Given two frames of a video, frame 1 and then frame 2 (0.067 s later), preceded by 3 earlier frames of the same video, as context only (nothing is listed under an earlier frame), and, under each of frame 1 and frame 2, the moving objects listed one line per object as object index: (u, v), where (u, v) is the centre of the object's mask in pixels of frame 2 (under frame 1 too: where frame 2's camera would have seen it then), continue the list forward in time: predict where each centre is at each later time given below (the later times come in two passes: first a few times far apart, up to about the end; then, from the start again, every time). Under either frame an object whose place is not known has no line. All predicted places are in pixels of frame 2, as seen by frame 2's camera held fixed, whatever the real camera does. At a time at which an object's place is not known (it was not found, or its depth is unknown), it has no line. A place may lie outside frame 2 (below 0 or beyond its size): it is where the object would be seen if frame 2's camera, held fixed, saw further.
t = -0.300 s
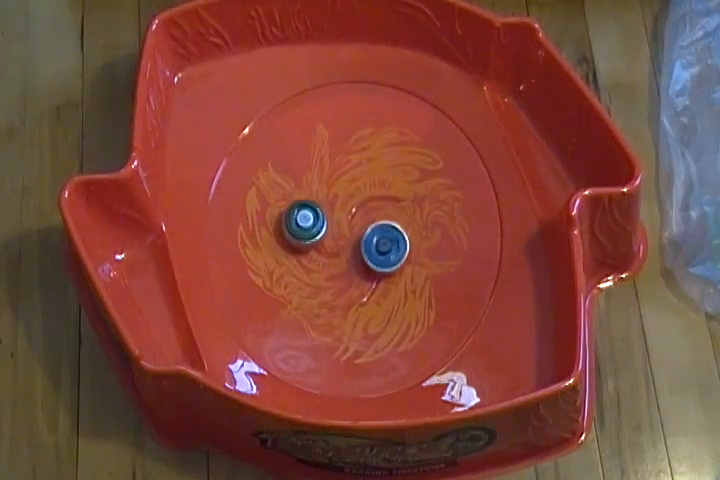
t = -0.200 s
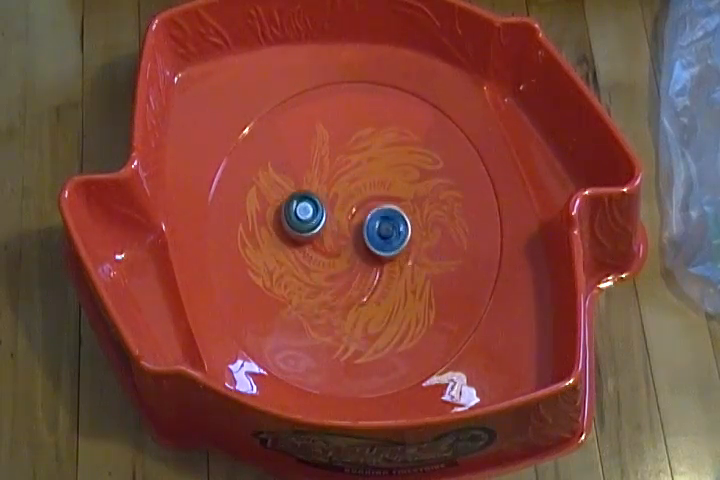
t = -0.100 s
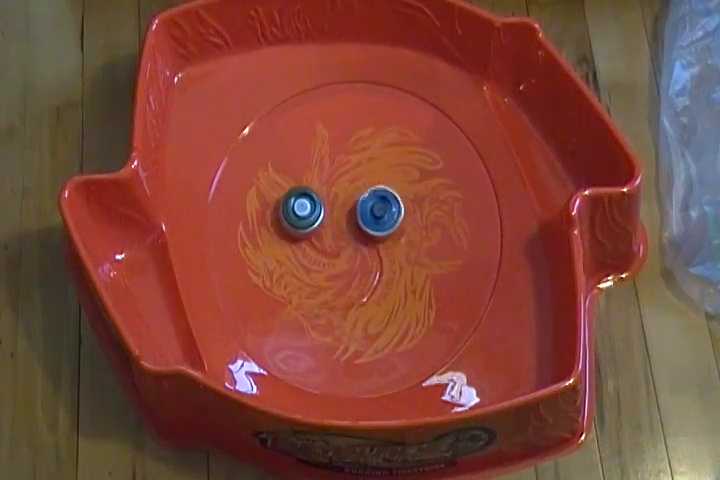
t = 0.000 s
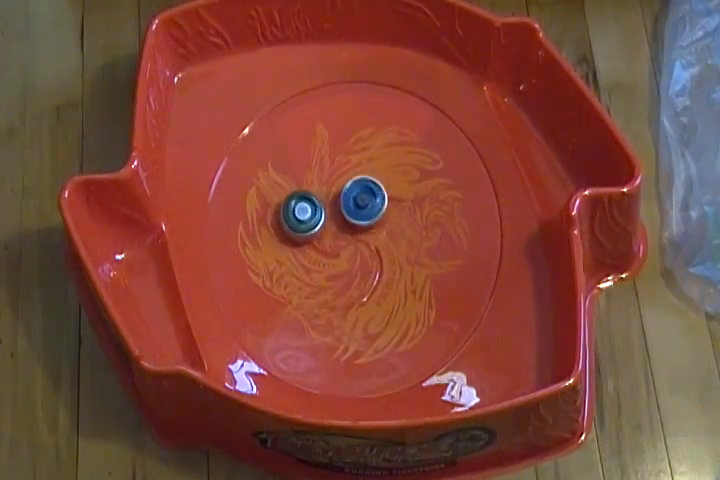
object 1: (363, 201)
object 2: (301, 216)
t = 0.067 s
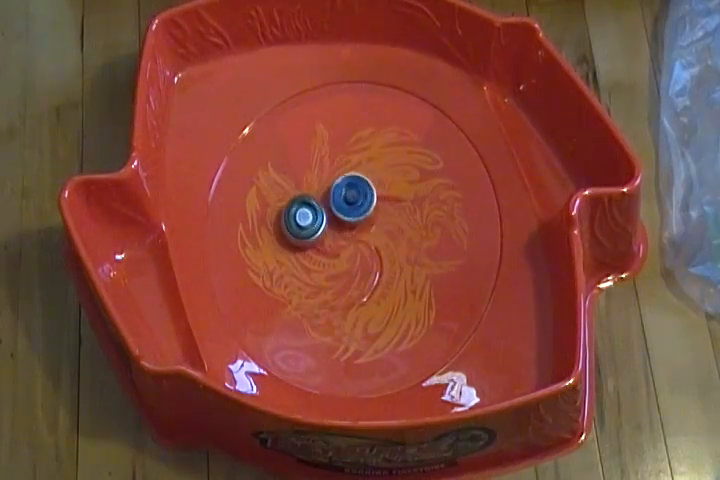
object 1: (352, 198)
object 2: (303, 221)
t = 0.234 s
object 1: (360, 191)
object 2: (286, 247)
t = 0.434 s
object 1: (357, 203)
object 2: (292, 256)
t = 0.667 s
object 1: (377, 222)
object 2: (302, 262)
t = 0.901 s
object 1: (389, 235)
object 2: (311, 265)
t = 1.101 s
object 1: (389, 239)
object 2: (318, 266)
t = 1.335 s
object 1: (374, 245)
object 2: (325, 267)
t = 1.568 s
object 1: (372, 241)
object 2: (323, 270)
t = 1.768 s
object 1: (373, 249)
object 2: (327, 271)
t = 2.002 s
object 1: (403, 253)
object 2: (308, 273)
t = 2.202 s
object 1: (423, 219)
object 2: (302, 271)
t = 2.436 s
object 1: (390, 187)
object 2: (312, 269)
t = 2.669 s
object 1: (353, 202)
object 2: (322, 267)
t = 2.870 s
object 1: (330, 213)
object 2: (329, 273)
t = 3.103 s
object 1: (299, 193)
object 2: (355, 324)
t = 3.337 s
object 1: (272, 154)
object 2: (397, 377)
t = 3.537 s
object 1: (277, 176)
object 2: (399, 366)
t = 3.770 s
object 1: (323, 199)
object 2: (398, 358)
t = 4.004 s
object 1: (364, 215)
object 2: (395, 311)
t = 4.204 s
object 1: (405, 87)
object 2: (366, 375)
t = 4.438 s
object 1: (353, 151)
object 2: (362, 378)
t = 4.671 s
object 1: (303, 273)
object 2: (376, 308)
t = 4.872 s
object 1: (295, 317)
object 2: (374, 229)
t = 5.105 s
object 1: (288, 318)
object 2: (370, 146)
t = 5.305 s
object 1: (278, 295)
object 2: (367, 131)
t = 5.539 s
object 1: (291, 257)
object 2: (360, 153)
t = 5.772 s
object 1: (306, 245)
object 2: (356, 211)
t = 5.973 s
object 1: (288, 251)
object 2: (405, 249)
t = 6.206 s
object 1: (269, 260)
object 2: (471, 271)
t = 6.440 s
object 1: (302, 277)
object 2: (447, 264)
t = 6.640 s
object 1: (331, 283)
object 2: (390, 249)
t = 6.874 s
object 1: (360, 295)
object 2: (318, 214)
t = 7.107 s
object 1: (377, 303)
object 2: (282, 176)
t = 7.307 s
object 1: (394, 299)
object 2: (295, 168)
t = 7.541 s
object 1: (382, 270)
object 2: (340, 187)
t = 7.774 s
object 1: (361, 302)
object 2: (396, 172)
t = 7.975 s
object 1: (358, 306)
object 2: (414, 181)
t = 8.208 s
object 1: (355, 280)
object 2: (392, 224)
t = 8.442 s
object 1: (344, 259)
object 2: (356, 215)
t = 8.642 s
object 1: (351, 242)
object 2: (327, 198)
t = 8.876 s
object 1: (371, 236)
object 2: (304, 216)
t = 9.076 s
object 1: (387, 245)
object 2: (306, 217)
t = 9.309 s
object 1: (392, 266)
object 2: (318, 212)
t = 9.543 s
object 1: (378, 282)
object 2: (340, 198)
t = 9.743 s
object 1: (361, 283)
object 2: (340, 196)
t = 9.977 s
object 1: (346, 267)
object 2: (333, 208)
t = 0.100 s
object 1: (347, 198)
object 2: (302, 223)
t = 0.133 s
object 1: (353, 195)
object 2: (296, 230)
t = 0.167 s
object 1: (357, 193)
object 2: (291, 238)
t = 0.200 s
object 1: (360, 192)
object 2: (288, 243)
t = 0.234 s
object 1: (360, 191)
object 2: (286, 247)
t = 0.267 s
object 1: (360, 191)
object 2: (286, 249)
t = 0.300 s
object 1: (360, 192)
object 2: (287, 251)
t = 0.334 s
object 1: (360, 195)
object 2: (289, 252)
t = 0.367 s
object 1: (358, 199)
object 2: (290, 253)
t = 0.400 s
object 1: (357, 201)
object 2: (291, 255)
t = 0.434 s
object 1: (357, 203)
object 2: (292, 256)
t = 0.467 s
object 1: (359, 205)
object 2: (294, 257)
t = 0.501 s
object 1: (362, 208)
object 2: (295, 258)
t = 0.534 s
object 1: (365, 211)
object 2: (297, 259)
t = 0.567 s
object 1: (368, 213)
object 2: (298, 260)
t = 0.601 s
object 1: (371, 216)
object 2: (300, 261)
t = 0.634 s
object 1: (374, 219)
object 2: (300, 262)
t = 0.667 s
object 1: (377, 222)
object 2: (302, 262)
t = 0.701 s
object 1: (379, 225)
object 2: (303, 263)
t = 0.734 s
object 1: (381, 227)
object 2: (304, 264)
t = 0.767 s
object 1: (383, 230)
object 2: (306, 264)
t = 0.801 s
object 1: (385, 232)
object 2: (307, 264)
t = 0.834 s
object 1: (387, 233)
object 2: (308, 264)
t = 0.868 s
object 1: (388, 234)
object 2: (310, 264)
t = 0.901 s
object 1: (389, 235)
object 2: (311, 265)
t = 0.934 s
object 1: (390, 236)
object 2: (312, 265)
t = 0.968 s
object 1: (390, 236)
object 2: (313, 265)
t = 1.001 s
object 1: (390, 237)
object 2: (314, 266)
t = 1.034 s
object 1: (390, 238)
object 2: (315, 266)
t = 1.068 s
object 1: (390, 238)
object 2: (317, 266)
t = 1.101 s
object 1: (389, 239)
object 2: (318, 266)
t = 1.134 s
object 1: (388, 240)
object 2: (319, 266)
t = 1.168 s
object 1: (386, 242)
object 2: (319, 267)
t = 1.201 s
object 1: (385, 243)
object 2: (321, 267)
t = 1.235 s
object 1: (383, 244)
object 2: (322, 267)
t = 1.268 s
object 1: (381, 246)
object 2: (323, 267)
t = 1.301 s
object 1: (378, 246)
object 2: (324, 267)
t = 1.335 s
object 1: (374, 245)
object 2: (325, 267)
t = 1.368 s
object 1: (372, 244)
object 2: (326, 267)
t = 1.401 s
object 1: (375, 242)
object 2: (323, 268)
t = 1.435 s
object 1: (375, 241)
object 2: (321, 270)
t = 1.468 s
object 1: (373, 240)
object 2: (321, 270)
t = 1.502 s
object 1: (372, 239)
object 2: (321, 271)
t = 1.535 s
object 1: (371, 239)
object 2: (322, 270)
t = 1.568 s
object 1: (372, 241)
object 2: (323, 270)
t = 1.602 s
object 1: (371, 244)
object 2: (324, 270)
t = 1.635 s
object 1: (371, 246)
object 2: (325, 271)
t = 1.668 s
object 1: (371, 248)
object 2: (326, 271)
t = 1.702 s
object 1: (372, 248)
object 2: (326, 271)
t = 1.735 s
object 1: (372, 248)
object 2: (326, 271)
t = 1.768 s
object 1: (373, 249)
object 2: (327, 271)
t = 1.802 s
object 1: (374, 250)
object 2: (328, 271)
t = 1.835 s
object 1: (376, 252)
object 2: (329, 271)
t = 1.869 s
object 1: (377, 254)
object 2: (330, 271)
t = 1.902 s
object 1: (379, 256)
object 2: (330, 271)
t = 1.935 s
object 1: (383, 257)
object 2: (329, 272)
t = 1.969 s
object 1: (394, 256)
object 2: (318, 273)
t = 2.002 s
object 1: (403, 253)
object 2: (308, 273)
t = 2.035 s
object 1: (410, 250)
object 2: (302, 273)
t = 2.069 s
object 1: (414, 245)
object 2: (300, 272)
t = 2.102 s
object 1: (418, 240)
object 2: (299, 271)
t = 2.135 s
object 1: (420, 234)
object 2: (300, 271)
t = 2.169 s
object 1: (422, 227)
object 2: (301, 271)
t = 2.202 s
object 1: (423, 219)
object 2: (302, 271)
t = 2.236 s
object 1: (422, 213)
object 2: (304, 270)
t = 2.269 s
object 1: (420, 206)
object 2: (306, 270)
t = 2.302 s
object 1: (416, 200)
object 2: (307, 270)
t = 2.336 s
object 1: (411, 194)
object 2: (308, 270)
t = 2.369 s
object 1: (405, 190)
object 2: (310, 270)
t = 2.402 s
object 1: (398, 187)
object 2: (311, 269)
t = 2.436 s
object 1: (390, 187)
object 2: (312, 269)
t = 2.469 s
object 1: (383, 187)
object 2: (313, 269)
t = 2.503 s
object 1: (375, 190)
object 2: (315, 268)
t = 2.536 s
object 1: (369, 191)
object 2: (316, 268)
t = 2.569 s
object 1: (364, 192)
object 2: (318, 268)
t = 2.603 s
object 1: (360, 193)
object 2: (319, 268)
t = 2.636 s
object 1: (356, 197)
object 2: (321, 267)
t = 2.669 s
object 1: (353, 202)
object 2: (322, 267)
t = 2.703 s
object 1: (350, 206)
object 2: (324, 267)
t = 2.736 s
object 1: (347, 211)
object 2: (325, 266)
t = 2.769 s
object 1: (344, 214)
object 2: (327, 267)
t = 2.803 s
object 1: (340, 214)
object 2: (328, 269)
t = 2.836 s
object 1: (335, 213)
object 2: (328, 273)
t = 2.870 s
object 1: (330, 213)
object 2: (329, 273)
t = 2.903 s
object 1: (325, 215)
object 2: (330, 274)
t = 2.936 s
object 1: (320, 217)
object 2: (331, 275)
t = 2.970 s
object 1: (317, 221)
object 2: (332, 276)
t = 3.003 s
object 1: (315, 225)
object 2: (333, 276)
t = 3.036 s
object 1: (313, 229)
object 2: (335, 278)
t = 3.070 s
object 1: (306, 210)
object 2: (345, 301)
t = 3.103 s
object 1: (299, 193)
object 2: (355, 324)
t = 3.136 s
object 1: (293, 180)
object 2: (364, 341)
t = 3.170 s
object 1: (289, 170)
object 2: (372, 356)
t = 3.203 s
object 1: (286, 163)
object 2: (381, 365)
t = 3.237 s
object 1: (282, 158)
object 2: (388, 371)
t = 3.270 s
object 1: (279, 156)
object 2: (392, 374)
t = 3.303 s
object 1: (276, 154)
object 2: (395, 376)
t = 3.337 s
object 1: (272, 154)
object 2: (397, 377)
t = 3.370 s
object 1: (269, 155)
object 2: (397, 376)
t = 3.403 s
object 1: (267, 157)
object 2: (398, 374)
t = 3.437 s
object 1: (267, 161)
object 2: (398, 371)
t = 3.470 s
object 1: (268, 166)
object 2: (399, 370)
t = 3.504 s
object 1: (272, 171)
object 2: (399, 368)
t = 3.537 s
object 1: (277, 176)
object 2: (399, 366)
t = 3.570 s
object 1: (283, 180)
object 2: (399, 365)
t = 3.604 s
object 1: (290, 184)
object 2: (399, 364)
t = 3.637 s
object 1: (296, 188)
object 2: (399, 363)
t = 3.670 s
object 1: (303, 191)
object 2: (399, 362)
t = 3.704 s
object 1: (310, 194)
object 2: (398, 361)
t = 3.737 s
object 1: (316, 197)
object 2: (399, 359)
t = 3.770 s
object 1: (323, 199)
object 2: (398, 358)
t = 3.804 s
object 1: (330, 202)
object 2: (398, 355)
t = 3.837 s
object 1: (337, 204)
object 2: (398, 352)
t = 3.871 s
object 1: (343, 206)
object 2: (398, 346)
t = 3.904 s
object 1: (349, 209)
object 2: (398, 340)
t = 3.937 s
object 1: (354, 210)
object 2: (397, 332)
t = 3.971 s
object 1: (359, 213)
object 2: (397, 322)
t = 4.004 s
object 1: (364, 215)
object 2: (395, 311)
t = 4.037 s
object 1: (370, 218)
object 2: (394, 296)
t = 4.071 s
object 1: (375, 222)
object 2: (392, 281)
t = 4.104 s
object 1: (381, 205)
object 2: (387, 289)
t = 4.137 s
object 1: (390, 160)
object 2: (380, 324)
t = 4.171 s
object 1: (398, 122)
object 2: (372, 352)
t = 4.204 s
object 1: (405, 87)
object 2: (366, 375)
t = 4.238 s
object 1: (407, 63)
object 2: (361, 390)
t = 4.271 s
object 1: (399, 68)
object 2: (357, 396)
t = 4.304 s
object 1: (391, 80)
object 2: (356, 396)
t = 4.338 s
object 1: (384, 97)
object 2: (355, 396)
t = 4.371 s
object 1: (373, 112)
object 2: (356, 392)
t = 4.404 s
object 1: (362, 133)
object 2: (359, 385)
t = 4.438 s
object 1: (353, 151)
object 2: (362, 378)
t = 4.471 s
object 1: (342, 170)
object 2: (365, 367)
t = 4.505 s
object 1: (331, 189)
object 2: (368, 356)
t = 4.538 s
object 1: (323, 209)
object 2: (371, 347)
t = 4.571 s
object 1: (316, 226)
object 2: (373, 337)
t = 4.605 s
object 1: (310, 243)
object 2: (375, 328)
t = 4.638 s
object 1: (306, 258)
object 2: (376, 318)
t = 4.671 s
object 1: (303, 273)
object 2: (376, 308)
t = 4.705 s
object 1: (301, 285)
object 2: (375, 296)
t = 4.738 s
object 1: (299, 296)
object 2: (375, 282)
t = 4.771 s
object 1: (298, 304)
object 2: (375, 268)
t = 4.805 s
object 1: (297, 309)
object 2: (374, 255)
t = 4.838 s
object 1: (296, 314)
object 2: (374, 242)
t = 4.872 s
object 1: (295, 317)
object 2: (374, 229)
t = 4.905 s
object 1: (295, 319)
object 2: (374, 215)
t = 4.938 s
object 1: (294, 321)
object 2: (373, 203)
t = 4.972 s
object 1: (293, 321)
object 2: (373, 190)
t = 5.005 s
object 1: (292, 321)
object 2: (372, 177)
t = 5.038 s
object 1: (291, 320)
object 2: (372, 165)
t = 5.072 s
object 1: (290, 319)
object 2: (370, 155)
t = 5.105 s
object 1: (288, 318)
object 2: (370, 146)
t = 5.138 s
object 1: (286, 315)
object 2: (369, 139)
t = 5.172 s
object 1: (284, 313)
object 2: (368, 134)
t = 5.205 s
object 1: (282, 309)
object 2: (368, 131)
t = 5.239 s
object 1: (280, 305)
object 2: (368, 131)
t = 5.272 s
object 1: (279, 300)
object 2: (368, 130)
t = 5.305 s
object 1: (278, 295)
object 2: (367, 131)
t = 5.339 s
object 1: (278, 290)
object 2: (365, 133)
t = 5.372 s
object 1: (279, 284)
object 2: (365, 134)
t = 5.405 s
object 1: (280, 278)
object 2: (363, 136)
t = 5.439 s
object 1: (282, 273)
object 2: (362, 139)
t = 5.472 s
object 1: (285, 268)
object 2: (361, 142)
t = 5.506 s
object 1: (288, 262)
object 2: (361, 147)
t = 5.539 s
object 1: (291, 257)
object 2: (360, 153)
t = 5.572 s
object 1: (295, 252)
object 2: (358, 160)
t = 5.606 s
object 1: (299, 248)
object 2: (356, 170)
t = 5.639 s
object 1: (303, 244)
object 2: (353, 180)
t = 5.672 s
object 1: (307, 240)
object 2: (350, 191)
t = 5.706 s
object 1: (312, 237)
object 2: (347, 202)
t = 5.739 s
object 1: (308, 241)
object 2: (352, 206)
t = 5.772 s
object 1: (306, 245)
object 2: (356, 211)
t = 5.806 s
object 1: (305, 248)
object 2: (359, 216)
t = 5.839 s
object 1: (307, 249)
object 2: (361, 223)
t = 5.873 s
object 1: (311, 250)
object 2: (361, 231)
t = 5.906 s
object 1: (316, 251)
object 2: (362, 238)
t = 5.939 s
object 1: (302, 251)
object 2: (382, 246)
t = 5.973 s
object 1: (288, 251)
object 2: (405, 249)
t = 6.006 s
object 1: (277, 250)
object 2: (424, 255)
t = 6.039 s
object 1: (269, 250)
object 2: (441, 260)
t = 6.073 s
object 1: (264, 250)
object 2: (454, 265)
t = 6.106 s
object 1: (263, 251)
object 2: (463, 268)
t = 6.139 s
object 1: (264, 253)
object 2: (469, 270)
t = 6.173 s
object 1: (266, 256)
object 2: (471, 271)
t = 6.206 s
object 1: (269, 260)
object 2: (471, 271)
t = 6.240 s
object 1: (273, 264)
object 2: (469, 271)
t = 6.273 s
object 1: (277, 268)
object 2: (466, 269)
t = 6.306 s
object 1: (281, 270)
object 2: (463, 268)
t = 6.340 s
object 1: (286, 273)
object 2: (460, 266)
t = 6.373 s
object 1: (291, 274)
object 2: (457, 264)
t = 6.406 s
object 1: (297, 276)
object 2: (453, 264)
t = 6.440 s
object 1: (302, 277)
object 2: (447, 264)
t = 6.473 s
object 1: (306, 278)
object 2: (440, 263)
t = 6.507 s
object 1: (312, 279)
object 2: (432, 262)
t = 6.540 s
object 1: (317, 280)
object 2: (422, 260)
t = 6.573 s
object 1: (321, 281)
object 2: (412, 257)
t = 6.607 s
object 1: (326, 282)
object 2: (401, 253)
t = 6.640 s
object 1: (331, 283)
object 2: (390, 249)
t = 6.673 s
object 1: (336, 285)
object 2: (379, 245)
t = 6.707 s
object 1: (340, 286)
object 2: (369, 241)
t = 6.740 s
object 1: (344, 288)
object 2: (358, 237)
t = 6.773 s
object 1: (348, 289)
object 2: (348, 232)
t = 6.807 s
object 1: (352, 291)
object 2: (336, 226)
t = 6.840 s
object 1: (356, 292)
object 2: (327, 220)
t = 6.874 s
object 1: (360, 295)
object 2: (318, 214)
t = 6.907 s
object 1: (362, 295)
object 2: (310, 208)
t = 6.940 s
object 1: (364, 295)
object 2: (302, 202)
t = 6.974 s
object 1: (366, 295)
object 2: (296, 196)
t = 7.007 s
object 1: (369, 296)
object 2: (290, 189)
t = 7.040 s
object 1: (372, 298)
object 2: (286, 185)
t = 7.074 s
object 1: (374, 300)
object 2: (284, 180)
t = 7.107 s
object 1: (377, 303)
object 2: (282, 176)
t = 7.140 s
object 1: (381, 304)
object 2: (283, 173)
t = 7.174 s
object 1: (384, 306)
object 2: (283, 172)
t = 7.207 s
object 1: (388, 306)
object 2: (285, 170)
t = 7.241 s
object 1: (390, 305)
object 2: (288, 168)
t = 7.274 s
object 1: (393, 302)
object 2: (291, 168)
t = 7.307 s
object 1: (394, 299)
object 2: (295, 168)
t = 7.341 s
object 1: (394, 295)
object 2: (299, 169)
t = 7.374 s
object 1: (393, 291)
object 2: (304, 169)
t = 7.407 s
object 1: (391, 286)
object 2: (310, 171)
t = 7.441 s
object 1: (389, 282)
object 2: (317, 174)
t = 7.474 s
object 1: (387, 278)
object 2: (324, 178)
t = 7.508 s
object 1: (384, 274)
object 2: (331, 182)
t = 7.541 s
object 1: (382, 270)
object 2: (340, 187)
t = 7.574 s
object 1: (379, 266)
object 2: (348, 193)
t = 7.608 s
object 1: (378, 263)
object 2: (356, 200)
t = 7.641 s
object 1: (376, 259)
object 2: (363, 207)
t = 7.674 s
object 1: (374, 269)
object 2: (373, 200)
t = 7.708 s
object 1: (370, 284)
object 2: (380, 189)
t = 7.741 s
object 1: (365, 294)
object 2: (389, 180)
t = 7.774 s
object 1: (361, 302)
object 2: (396, 172)
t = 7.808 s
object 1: (358, 306)
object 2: (402, 168)
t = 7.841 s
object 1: (358, 307)
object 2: (406, 165)
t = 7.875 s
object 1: (357, 308)
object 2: (409, 166)
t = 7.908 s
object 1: (357, 309)
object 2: (412, 169)
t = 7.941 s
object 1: (357, 308)
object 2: (413, 174)
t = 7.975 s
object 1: (358, 306)
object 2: (414, 181)
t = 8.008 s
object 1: (358, 304)
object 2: (414, 187)
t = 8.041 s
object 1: (358, 301)
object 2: (414, 196)
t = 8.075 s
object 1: (358, 297)
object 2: (411, 203)
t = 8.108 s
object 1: (357, 293)
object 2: (407, 210)
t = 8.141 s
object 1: (356, 289)
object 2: (402, 215)
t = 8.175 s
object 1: (355, 285)
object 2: (398, 220)
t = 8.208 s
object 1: (355, 280)
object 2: (392, 224)
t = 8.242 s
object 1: (354, 276)
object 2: (385, 228)
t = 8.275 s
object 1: (353, 274)
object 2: (379, 230)
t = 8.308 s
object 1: (351, 273)
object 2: (374, 228)
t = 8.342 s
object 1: (348, 269)
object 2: (368, 227)
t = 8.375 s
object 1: (347, 266)
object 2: (362, 225)
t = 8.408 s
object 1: (347, 263)
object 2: (357, 223)
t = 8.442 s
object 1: (344, 259)
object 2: (356, 215)
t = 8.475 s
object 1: (343, 256)
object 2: (354, 211)
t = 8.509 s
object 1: (342, 253)
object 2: (350, 206)
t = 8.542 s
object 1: (344, 250)
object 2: (345, 201)
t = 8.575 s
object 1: (346, 247)
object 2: (340, 199)
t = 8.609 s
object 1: (348, 245)
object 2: (334, 197)
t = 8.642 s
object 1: (351, 242)
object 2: (327, 198)
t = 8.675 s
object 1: (354, 241)
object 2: (323, 199)
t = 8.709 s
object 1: (356, 239)
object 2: (318, 202)
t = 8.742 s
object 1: (359, 238)
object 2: (314, 205)
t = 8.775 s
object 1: (362, 237)
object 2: (311, 208)
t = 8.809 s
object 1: (365, 236)
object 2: (309, 212)
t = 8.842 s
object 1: (368, 236)
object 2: (306, 214)
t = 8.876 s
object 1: (371, 236)
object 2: (304, 216)
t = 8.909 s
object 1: (374, 236)
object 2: (302, 217)
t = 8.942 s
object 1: (378, 238)
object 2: (302, 218)
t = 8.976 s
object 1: (380, 239)
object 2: (302, 219)
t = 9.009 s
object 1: (383, 241)
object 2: (303, 218)
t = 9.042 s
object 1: (385, 243)
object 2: (304, 218)
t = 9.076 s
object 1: (387, 245)
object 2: (306, 217)
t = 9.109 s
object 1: (389, 248)
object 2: (308, 218)
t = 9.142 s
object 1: (391, 250)
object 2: (308, 217)
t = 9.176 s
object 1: (392, 253)
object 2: (308, 217)
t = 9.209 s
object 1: (393, 257)
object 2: (310, 216)
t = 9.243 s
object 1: (393, 259)
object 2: (313, 215)
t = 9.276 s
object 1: (393, 263)
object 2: (315, 213)
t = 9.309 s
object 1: (392, 266)
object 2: (318, 212)
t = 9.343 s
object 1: (392, 268)
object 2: (321, 210)
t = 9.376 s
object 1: (390, 271)
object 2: (324, 208)
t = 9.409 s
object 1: (388, 274)
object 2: (329, 207)
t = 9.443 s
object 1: (386, 276)
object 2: (332, 204)
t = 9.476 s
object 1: (383, 279)
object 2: (335, 202)
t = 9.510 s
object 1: (381, 280)
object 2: (338, 199)
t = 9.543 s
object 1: (378, 282)
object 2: (340, 198)
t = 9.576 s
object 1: (375, 283)
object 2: (340, 196)
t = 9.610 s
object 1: (372, 284)
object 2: (340, 195)
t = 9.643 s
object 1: (369, 285)
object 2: (340, 195)
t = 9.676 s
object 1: (365, 284)
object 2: (340, 195)
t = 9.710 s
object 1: (364, 284)
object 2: (340, 195)
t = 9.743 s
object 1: (361, 283)
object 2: (340, 196)
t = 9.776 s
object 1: (358, 282)
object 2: (340, 197)
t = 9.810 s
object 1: (355, 281)
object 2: (340, 199)
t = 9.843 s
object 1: (352, 278)
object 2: (339, 201)
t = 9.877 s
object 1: (351, 275)
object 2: (338, 203)
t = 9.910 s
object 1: (349, 273)
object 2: (336, 205)
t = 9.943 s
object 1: (347, 270)
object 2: (335, 207)
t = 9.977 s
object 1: (346, 267)
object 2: (333, 208)
